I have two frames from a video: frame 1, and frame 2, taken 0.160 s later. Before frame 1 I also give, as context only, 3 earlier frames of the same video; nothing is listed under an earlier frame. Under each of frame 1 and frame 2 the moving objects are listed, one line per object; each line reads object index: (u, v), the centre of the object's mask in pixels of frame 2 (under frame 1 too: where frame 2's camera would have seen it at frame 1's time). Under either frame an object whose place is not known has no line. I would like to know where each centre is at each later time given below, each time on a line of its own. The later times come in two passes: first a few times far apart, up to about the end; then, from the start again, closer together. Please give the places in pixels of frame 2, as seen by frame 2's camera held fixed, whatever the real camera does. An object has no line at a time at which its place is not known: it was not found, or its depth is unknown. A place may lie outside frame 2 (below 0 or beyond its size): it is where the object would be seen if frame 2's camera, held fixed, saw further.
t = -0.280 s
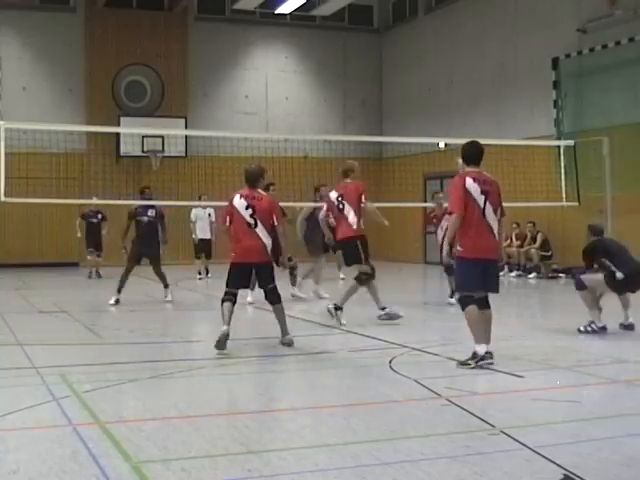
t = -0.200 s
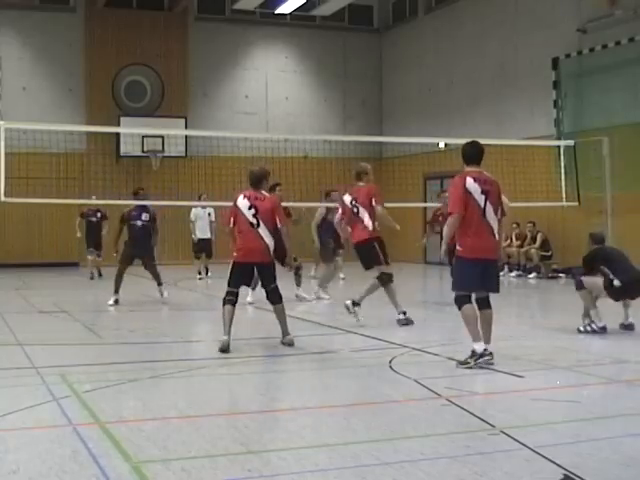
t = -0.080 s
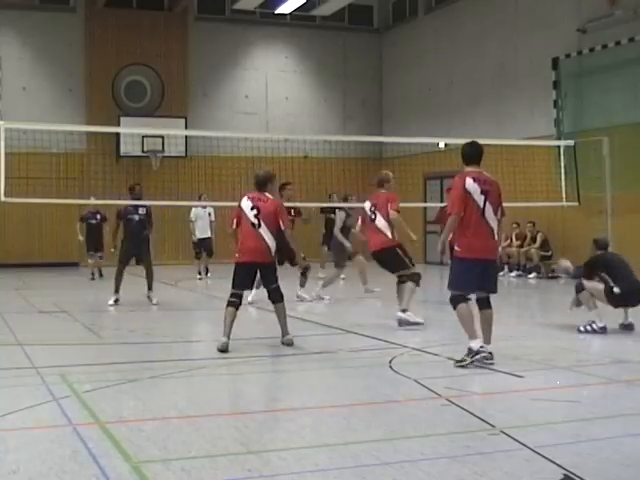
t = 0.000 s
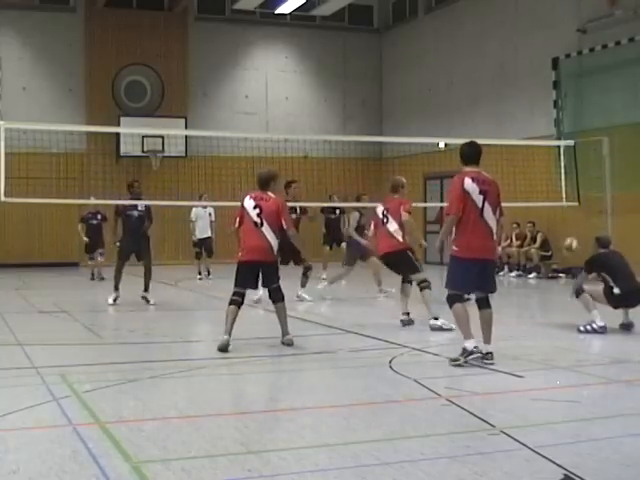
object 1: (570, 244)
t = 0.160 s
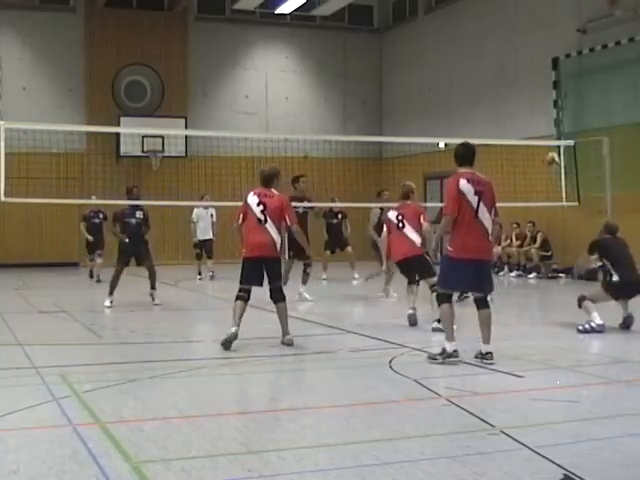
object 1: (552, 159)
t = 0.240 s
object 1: (542, 126)
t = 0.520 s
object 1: (512, 57)
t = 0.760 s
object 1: (490, 46)
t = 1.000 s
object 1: (470, 78)
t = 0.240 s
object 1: (542, 126)
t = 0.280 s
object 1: (536, 112)
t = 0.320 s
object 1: (532, 99)
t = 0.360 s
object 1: (530, 88)
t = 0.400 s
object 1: (524, 78)
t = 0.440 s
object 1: (520, 69)
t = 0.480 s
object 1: (516, 62)
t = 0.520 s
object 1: (512, 57)
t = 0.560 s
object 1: (508, 52)
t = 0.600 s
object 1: (505, 47)
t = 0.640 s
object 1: (500, 46)
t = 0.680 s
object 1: (497, 45)
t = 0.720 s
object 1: (494, 45)
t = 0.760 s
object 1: (490, 46)
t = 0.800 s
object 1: (486, 51)
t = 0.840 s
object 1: (484, 53)
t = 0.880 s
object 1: (480, 58)
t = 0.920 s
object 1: (476, 63)
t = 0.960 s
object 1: (473, 71)
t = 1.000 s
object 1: (470, 78)
